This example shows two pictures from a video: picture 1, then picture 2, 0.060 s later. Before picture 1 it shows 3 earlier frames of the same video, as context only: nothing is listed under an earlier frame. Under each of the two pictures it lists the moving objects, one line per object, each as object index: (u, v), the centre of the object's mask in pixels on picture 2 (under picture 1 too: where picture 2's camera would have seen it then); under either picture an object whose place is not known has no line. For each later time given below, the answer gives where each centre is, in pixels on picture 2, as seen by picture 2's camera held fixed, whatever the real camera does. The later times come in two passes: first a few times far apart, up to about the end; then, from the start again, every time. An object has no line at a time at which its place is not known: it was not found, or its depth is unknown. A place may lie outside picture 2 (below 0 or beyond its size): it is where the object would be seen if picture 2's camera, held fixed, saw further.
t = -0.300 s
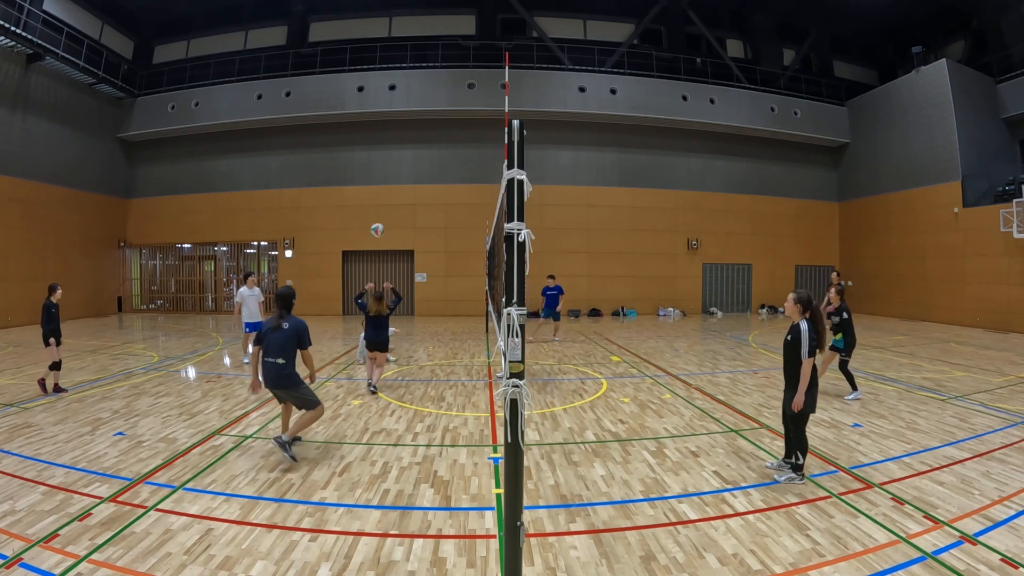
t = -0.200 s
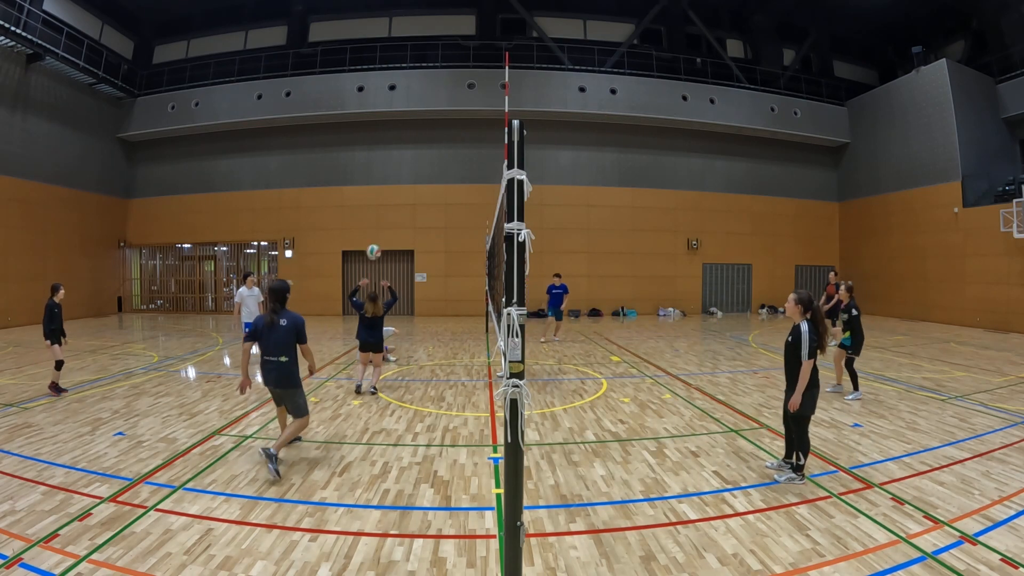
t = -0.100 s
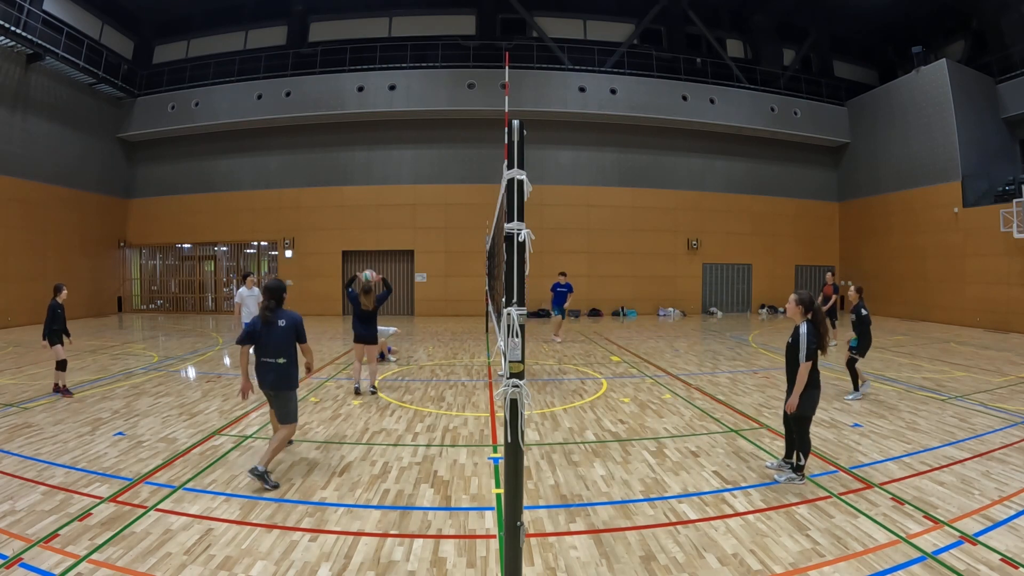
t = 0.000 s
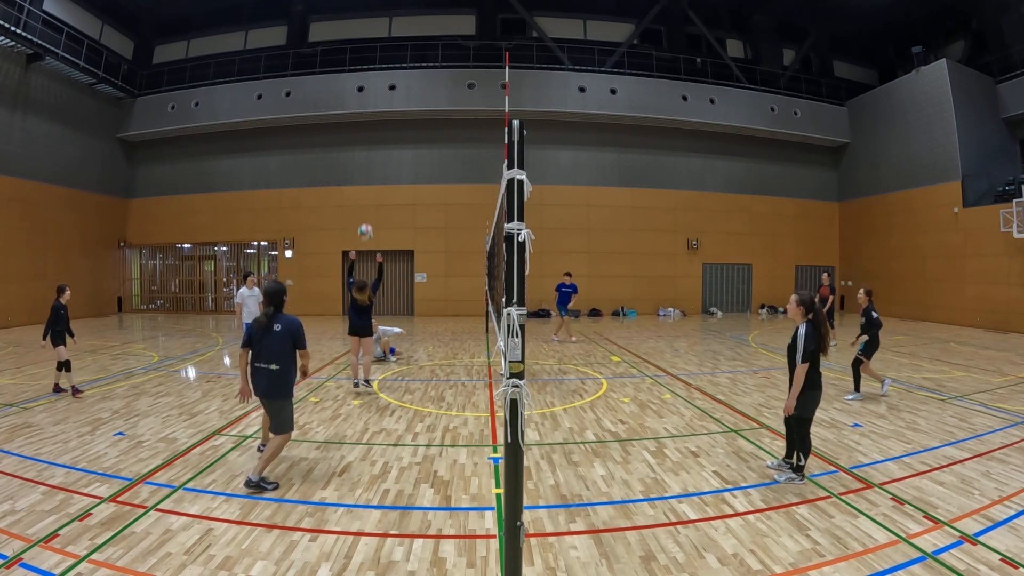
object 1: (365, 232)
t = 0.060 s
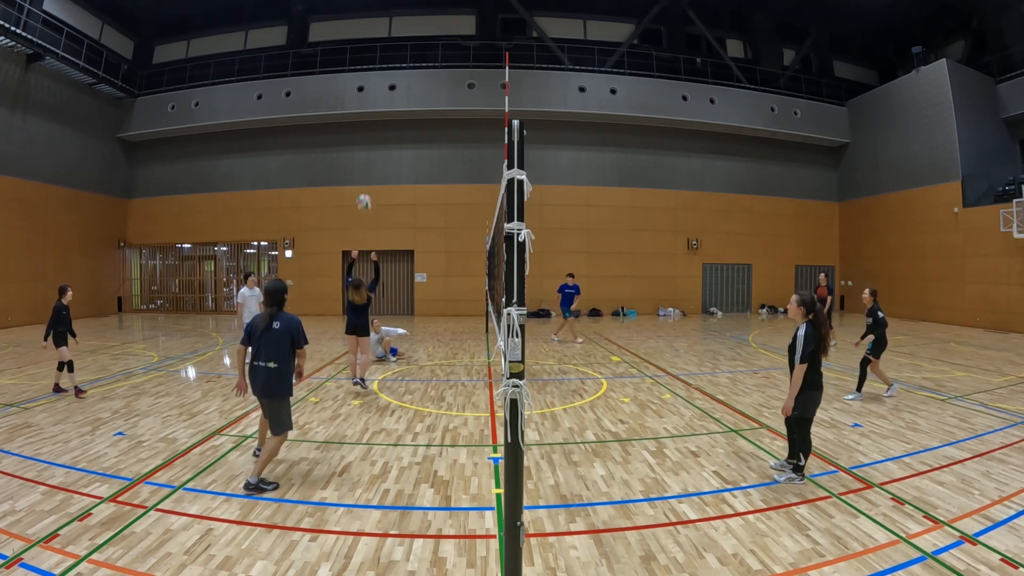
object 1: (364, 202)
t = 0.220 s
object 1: (360, 133)
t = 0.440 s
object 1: (356, 63)
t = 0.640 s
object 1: (349, 27)
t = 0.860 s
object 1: (337, 20)
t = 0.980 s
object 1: (328, 34)
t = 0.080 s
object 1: (363, 193)
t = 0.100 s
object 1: (363, 184)
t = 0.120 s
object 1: (362, 175)
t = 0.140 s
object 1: (362, 166)
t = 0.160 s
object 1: (361, 157)
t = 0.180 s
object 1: (361, 149)
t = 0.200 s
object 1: (361, 141)
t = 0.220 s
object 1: (360, 133)
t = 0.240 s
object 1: (360, 126)
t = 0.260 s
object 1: (359, 118)
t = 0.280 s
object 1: (359, 111)
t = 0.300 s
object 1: (358, 104)
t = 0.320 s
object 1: (358, 97)
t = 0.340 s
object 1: (357, 91)
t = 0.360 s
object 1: (357, 85)
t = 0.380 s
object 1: (357, 79)
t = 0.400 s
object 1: (356, 74)
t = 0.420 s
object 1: (356, 68)
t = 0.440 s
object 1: (356, 63)
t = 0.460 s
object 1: (355, 59)
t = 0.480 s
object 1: (355, 54)
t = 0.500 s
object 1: (354, 50)
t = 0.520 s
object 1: (354, 46)
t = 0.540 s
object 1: (353, 42)
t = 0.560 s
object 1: (352, 39)
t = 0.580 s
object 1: (351, 36)
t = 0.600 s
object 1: (351, 33)
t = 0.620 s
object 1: (350, 30)
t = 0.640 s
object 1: (349, 27)
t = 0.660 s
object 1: (348, 25)
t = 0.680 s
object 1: (348, 23)
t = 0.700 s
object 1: (346, 21)
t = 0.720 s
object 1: (346, 20)
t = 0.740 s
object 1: (345, 19)
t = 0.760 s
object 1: (343, 19)
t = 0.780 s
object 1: (343, 18)
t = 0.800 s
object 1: (341, 18)
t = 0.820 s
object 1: (340, 19)
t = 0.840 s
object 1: (339, 19)
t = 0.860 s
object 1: (337, 20)
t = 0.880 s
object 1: (336, 21)
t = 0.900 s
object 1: (335, 23)
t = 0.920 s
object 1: (333, 25)
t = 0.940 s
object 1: (331, 27)
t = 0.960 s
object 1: (329, 31)
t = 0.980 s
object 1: (328, 34)
